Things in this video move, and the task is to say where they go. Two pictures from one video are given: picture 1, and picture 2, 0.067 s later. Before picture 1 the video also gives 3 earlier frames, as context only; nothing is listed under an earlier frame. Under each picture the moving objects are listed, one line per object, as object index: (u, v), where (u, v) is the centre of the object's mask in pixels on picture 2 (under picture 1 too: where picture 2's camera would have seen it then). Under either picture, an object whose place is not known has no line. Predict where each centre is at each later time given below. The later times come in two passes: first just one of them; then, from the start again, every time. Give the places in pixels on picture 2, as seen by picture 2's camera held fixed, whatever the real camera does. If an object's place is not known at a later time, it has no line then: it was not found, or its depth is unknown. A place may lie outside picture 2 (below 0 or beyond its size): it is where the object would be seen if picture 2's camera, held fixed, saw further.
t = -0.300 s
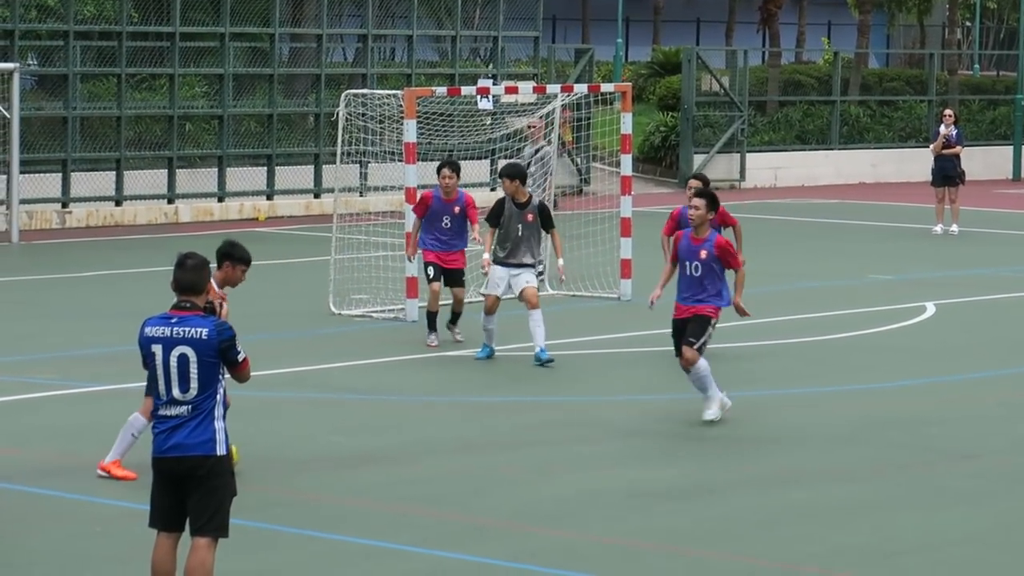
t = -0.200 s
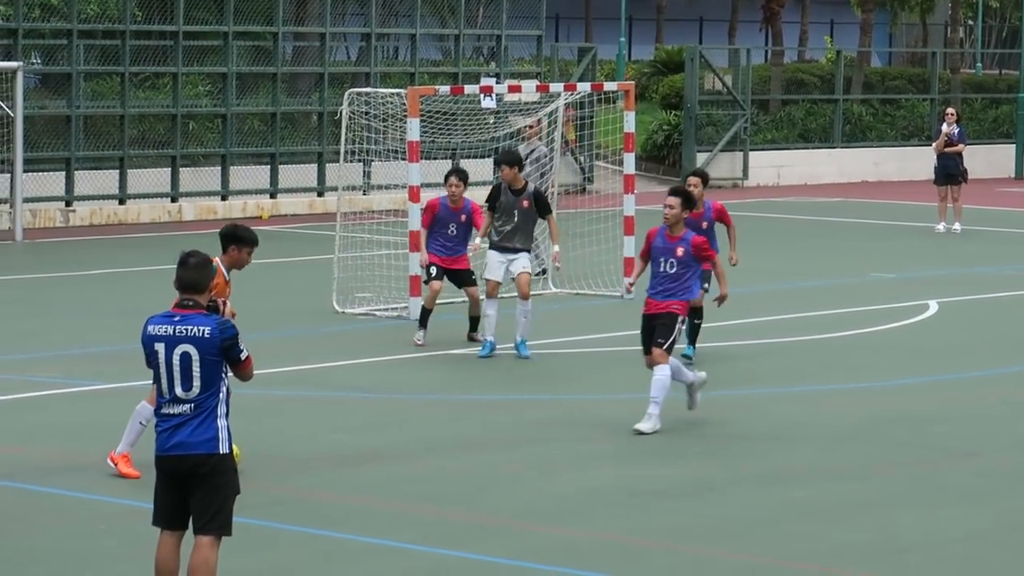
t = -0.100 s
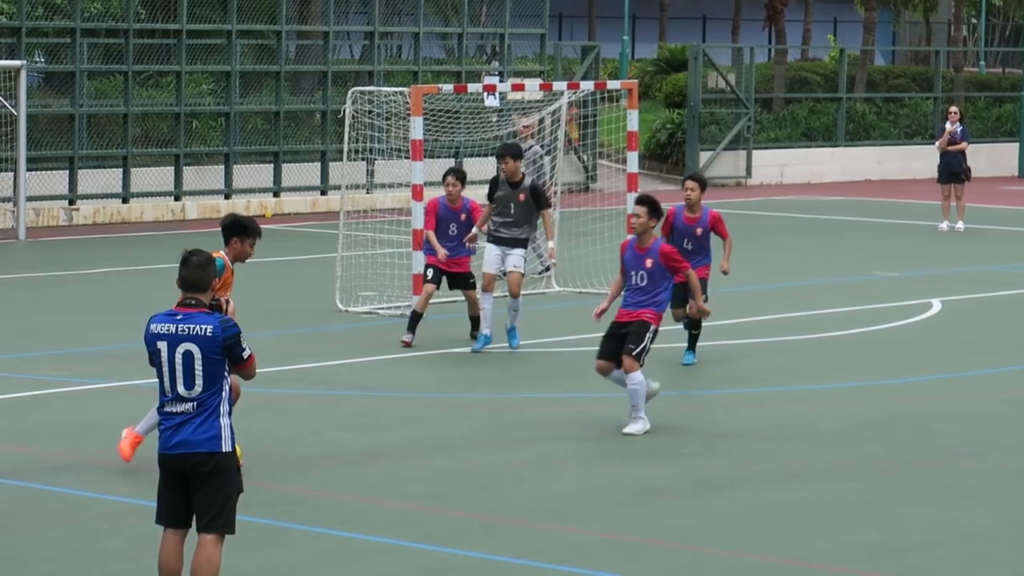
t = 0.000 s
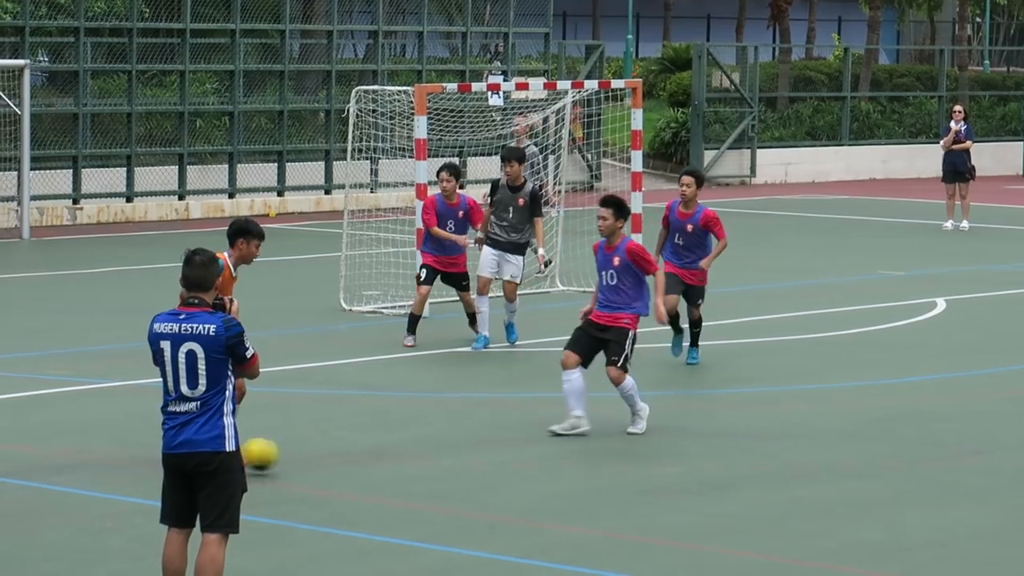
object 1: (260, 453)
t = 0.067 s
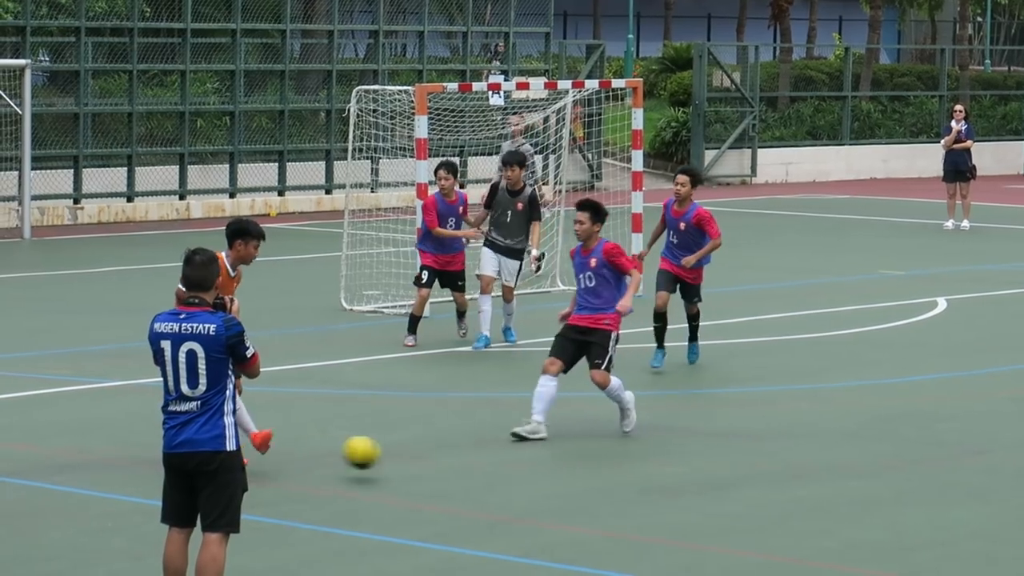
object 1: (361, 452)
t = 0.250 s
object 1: (635, 472)
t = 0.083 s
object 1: (387, 453)
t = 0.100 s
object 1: (412, 454)
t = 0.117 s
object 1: (438, 456)
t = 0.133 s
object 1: (463, 458)
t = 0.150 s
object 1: (489, 460)
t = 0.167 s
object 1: (515, 464)
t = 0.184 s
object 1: (541, 467)
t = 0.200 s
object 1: (568, 472)
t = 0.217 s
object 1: (591, 473)
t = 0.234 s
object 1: (613, 472)
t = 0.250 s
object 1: (635, 472)
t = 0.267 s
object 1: (657, 473)
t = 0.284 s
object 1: (679, 474)
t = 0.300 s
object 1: (701, 475)
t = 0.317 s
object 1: (723, 477)
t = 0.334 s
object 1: (745, 480)
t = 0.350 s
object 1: (766, 481)
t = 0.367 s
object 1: (785, 481)
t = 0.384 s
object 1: (805, 482)
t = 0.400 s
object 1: (825, 484)
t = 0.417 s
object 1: (845, 485)
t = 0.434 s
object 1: (864, 486)
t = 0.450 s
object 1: (882, 486)
